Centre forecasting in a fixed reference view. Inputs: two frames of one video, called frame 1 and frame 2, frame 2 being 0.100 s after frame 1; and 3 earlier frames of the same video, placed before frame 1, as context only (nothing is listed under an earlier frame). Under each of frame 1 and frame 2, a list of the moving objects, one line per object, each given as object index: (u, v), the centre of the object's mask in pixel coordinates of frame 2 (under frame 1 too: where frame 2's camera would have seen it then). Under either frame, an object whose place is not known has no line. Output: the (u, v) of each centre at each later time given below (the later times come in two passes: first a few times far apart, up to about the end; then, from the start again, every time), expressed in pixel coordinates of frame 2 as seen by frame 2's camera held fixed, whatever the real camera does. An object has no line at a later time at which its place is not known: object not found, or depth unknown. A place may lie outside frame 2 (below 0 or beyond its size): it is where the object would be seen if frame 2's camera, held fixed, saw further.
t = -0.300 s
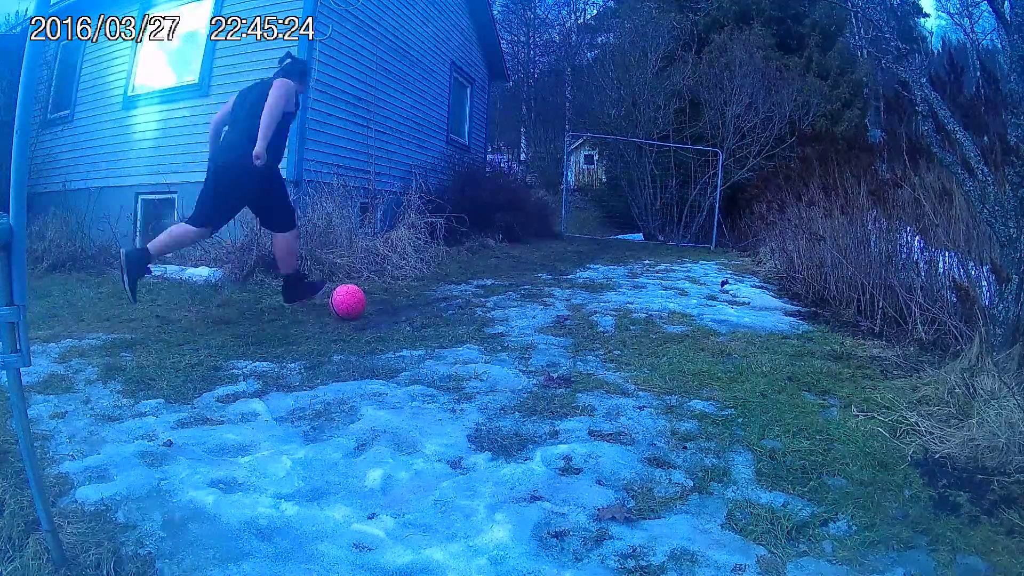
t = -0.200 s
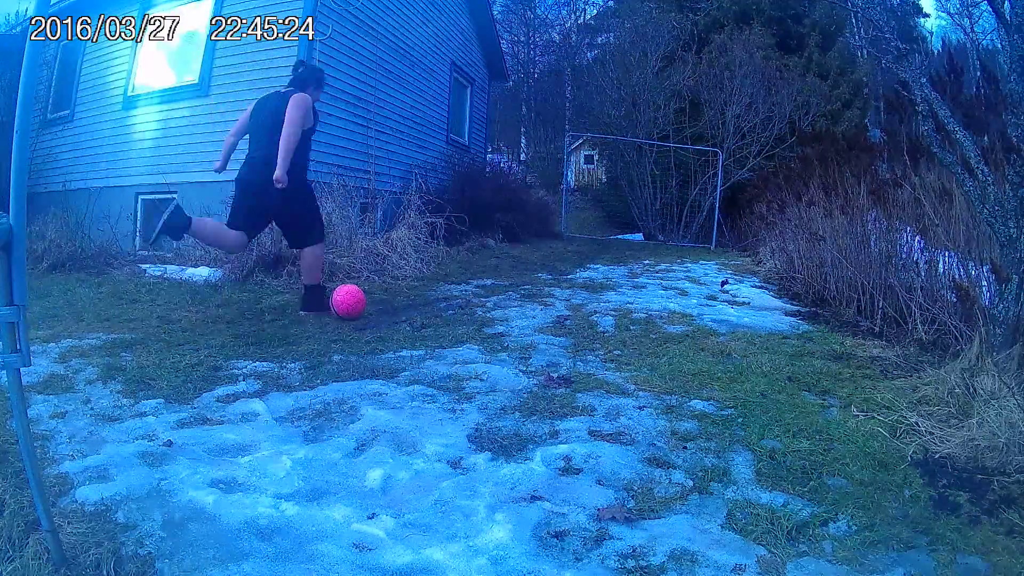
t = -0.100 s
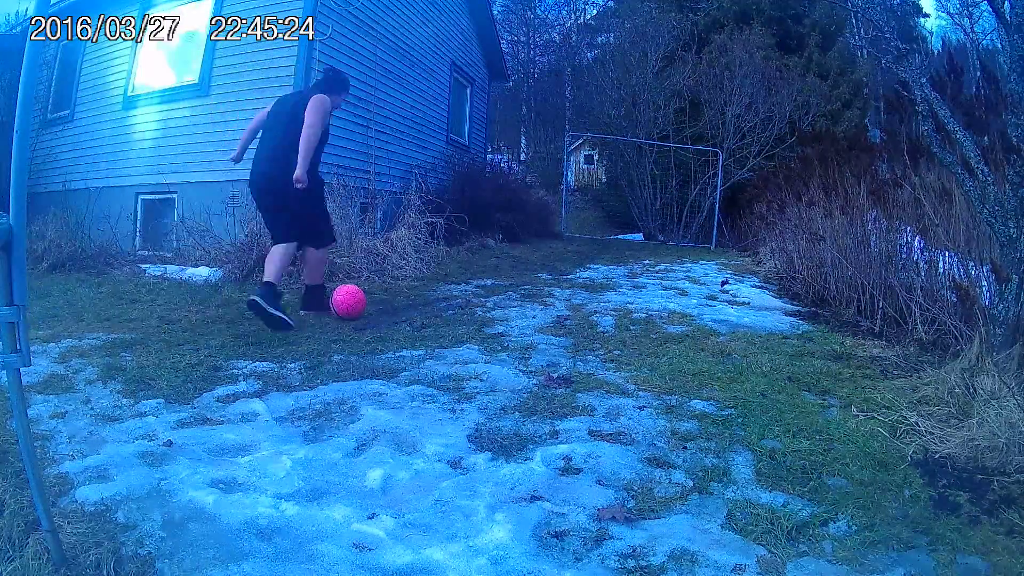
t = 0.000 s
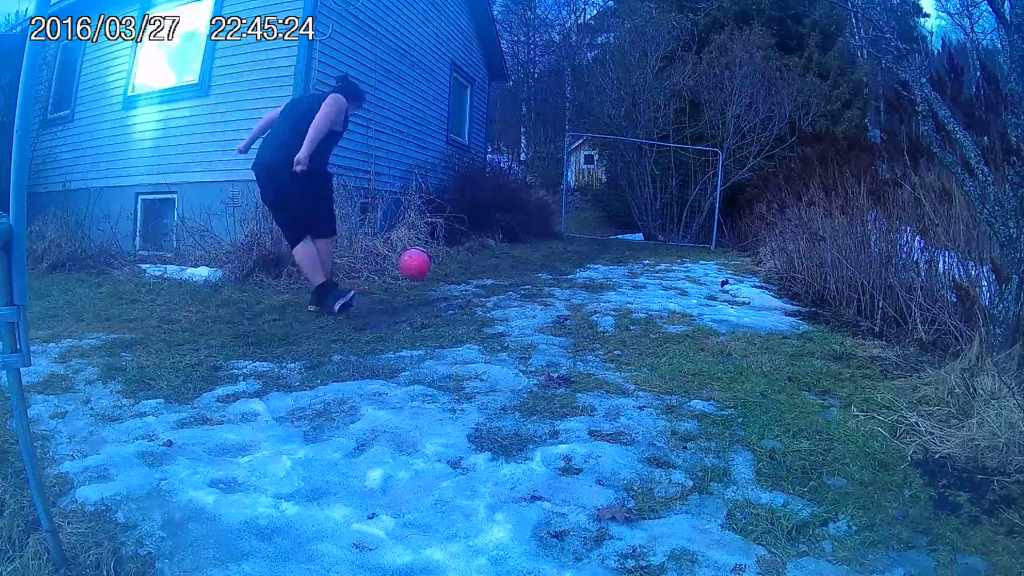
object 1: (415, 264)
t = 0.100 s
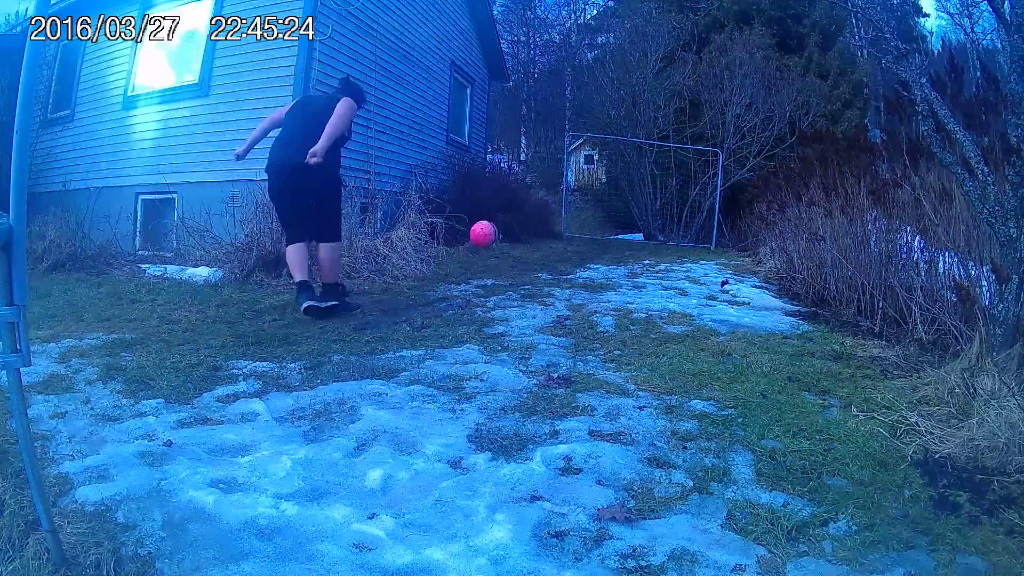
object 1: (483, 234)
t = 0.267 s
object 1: (554, 225)
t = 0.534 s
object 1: (612, 234)
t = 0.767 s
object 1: (636, 216)
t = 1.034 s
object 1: (654, 237)
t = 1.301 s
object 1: (663, 233)
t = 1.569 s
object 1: (671, 237)
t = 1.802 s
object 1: (681, 236)
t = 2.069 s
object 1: (689, 243)
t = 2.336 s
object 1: (696, 244)
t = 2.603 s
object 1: (701, 244)
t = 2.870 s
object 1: (701, 244)
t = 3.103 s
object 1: (701, 245)
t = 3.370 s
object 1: (701, 244)
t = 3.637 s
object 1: (701, 244)
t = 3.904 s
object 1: (701, 244)
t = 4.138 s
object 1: (701, 245)
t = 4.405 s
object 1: (701, 245)
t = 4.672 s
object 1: (701, 245)
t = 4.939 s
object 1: (701, 245)
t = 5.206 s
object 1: (701, 245)
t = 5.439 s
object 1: (701, 245)
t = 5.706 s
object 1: (701, 245)
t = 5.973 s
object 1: (701, 245)
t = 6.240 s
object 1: (701, 245)
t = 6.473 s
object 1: (701, 245)
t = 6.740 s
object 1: (701, 245)
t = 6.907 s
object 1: (701, 245)
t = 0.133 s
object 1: (501, 229)
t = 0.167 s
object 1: (517, 226)
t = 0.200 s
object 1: (531, 225)
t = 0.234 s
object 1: (543, 225)
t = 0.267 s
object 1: (554, 225)
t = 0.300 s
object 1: (564, 227)
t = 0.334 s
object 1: (573, 230)
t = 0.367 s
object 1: (582, 233)
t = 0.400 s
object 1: (589, 237)
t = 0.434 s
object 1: (596, 243)
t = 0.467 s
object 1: (602, 247)
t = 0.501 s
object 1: (607, 241)
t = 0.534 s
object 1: (612, 234)
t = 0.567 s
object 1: (616, 229)
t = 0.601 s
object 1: (620, 225)
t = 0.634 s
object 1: (624, 221)
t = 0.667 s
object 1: (628, 218)
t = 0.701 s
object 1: (631, 217)
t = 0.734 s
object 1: (634, 216)
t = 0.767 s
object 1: (636, 216)
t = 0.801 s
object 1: (640, 216)
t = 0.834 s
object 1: (642, 218)
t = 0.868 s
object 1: (645, 220)
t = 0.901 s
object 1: (647, 222)
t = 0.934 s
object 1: (649, 224)
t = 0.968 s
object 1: (651, 228)
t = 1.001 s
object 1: (653, 233)
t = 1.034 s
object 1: (654, 237)
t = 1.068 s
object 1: (656, 239)
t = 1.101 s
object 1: (658, 237)
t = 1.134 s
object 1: (658, 236)
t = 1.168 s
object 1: (660, 233)
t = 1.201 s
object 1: (661, 233)
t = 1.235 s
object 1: (662, 233)
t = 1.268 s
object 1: (662, 233)
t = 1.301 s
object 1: (663, 233)
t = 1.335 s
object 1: (665, 235)
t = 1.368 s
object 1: (666, 236)
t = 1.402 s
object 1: (667, 238)
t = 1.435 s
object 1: (667, 240)
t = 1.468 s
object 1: (668, 240)
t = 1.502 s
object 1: (669, 239)
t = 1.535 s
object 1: (670, 238)
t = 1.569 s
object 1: (671, 237)
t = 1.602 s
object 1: (672, 236)
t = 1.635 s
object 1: (673, 236)
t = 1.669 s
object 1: (676, 235)
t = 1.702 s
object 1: (677, 235)
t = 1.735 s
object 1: (678, 235)
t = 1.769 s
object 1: (680, 235)
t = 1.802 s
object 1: (681, 236)
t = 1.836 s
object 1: (683, 238)
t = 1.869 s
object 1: (684, 239)
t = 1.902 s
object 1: (686, 242)
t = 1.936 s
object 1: (687, 244)
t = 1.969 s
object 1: (687, 243)
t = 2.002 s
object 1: (688, 243)
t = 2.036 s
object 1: (689, 243)
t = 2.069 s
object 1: (689, 243)
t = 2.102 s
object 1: (690, 244)
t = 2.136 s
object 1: (691, 244)
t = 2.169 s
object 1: (693, 244)
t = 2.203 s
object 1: (694, 244)
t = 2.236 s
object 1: (694, 244)
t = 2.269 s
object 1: (694, 243)
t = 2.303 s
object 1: (695, 244)
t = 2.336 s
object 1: (696, 244)
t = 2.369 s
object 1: (697, 244)
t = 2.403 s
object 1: (697, 244)
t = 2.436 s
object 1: (698, 244)
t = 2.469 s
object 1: (699, 244)
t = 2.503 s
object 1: (699, 244)
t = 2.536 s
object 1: (700, 244)
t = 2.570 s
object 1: (700, 244)
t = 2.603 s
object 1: (701, 244)
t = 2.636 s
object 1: (701, 244)
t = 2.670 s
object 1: (701, 244)
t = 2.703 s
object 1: (701, 244)
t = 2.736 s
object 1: (701, 244)
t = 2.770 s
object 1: (701, 244)
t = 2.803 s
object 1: (701, 244)
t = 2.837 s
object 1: (701, 244)
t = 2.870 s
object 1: (701, 244)
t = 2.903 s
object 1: (701, 244)
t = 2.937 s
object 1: (701, 244)
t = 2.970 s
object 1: (701, 244)
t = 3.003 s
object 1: (701, 244)
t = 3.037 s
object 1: (701, 244)
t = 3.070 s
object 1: (701, 245)
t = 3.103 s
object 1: (701, 245)
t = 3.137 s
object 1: (701, 244)
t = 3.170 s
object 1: (701, 245)
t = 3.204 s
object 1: (701, 245)
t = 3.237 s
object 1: (701, 245)
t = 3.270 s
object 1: (701, 245)
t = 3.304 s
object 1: (701, 245)
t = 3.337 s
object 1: (701, 244)
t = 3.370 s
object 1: (701, 244)
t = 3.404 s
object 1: (701, 244)
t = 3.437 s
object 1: (701, 244)
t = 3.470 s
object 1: (701, 244)
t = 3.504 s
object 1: (701, 244)
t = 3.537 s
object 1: (701, 244)
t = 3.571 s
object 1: (701, 244)
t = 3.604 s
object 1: (701, 244)
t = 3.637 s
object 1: (701, 244)
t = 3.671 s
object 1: (701, 244)
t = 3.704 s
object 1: (701, 244)
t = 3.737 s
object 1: (701, 245)
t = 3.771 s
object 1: (701, 245)
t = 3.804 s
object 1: (701, 245)
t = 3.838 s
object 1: (701, 245)
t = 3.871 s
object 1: (701, 244)
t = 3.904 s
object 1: (701, 244)
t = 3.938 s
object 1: (701, 244)
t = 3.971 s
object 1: (701, 244)
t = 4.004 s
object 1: (701, 244)
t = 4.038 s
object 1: (701, 244)
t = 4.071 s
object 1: (701, 245)
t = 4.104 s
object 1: (701, 245)
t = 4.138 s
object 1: (701, 245)
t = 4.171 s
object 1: (701, 245)
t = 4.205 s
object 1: (701, 245)
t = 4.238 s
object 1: (701, 245)
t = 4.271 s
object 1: (701, 245)
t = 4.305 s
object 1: (701, 245)
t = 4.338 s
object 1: (701, 245)
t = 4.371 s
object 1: (701, 245)
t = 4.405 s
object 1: (701, 245)
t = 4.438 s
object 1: (701, 245)
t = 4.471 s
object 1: (701, 245)
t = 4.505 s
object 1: (701, 245)
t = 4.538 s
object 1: (701, 245)
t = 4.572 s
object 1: (701, 245)
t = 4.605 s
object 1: (701, 245)
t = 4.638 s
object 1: (701, 245)
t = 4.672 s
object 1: (701, 245)
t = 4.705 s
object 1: (701, 245)
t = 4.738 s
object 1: (701, 245)
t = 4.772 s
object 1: (701, 245)
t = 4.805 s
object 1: (701, 245)
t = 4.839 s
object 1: (701, 244)
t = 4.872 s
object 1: (701, 244)
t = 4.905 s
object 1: (701, 244)
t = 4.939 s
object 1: (701, 245)
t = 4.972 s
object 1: (701, 245)
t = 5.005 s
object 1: (701, 244)
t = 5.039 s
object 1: (701, 245)
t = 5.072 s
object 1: (701, 245)
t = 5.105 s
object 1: (701, 245)
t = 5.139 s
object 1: (701, 245)
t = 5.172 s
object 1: (701, 245)
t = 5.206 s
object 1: (701, 245)
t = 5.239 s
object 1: (701, 245)
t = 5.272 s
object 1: (701, 245)
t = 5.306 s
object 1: (701, 245)
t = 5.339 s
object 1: (701, 245)
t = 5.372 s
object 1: (701, 245)
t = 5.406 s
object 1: (701, 245)
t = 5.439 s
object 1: (701, 245)
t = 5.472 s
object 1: (701, 245)
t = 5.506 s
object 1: (701, 245)
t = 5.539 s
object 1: (701, 245)
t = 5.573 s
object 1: (701, 245)
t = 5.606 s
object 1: (701, 245)
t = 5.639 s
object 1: (701, 245)
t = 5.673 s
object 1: (701, 245)
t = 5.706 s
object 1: (701, 245)
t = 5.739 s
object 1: (701, 245)
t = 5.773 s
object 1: (701, 245)
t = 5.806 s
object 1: (701, 245)
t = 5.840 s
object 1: (701, 245)
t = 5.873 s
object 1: (701, 245)
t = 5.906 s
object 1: (701, 245)
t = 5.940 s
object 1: (701, 245)
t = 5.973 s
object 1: (701, 245)
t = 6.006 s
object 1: (701, 245)
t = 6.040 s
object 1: (701, 245)
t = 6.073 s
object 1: (701, 245)
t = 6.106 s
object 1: (701, 245)
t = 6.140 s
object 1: (701, 245)
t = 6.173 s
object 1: (701, 245)
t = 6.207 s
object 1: (701, 245)
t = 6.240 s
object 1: (701, 245)
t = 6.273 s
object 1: (701, 245)
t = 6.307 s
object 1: (701, 245)
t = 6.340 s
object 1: (701, 245)
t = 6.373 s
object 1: (701, 245)
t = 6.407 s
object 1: (701, 245)
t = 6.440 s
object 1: (701, 245)
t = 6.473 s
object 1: (701, 245)
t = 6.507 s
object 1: (701, 245)
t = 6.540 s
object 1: (701, 245)
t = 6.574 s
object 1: (701, 245)
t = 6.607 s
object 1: (701, 245)
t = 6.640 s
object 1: (701, 245)
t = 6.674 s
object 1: (701, 245)
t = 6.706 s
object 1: (701, 245)
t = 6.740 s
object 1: (701, 245)
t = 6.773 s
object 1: (701, 245)
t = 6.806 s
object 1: (701, 245)
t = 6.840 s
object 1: (701, 245)
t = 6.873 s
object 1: (701, 245)
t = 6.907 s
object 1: (701, 245)
